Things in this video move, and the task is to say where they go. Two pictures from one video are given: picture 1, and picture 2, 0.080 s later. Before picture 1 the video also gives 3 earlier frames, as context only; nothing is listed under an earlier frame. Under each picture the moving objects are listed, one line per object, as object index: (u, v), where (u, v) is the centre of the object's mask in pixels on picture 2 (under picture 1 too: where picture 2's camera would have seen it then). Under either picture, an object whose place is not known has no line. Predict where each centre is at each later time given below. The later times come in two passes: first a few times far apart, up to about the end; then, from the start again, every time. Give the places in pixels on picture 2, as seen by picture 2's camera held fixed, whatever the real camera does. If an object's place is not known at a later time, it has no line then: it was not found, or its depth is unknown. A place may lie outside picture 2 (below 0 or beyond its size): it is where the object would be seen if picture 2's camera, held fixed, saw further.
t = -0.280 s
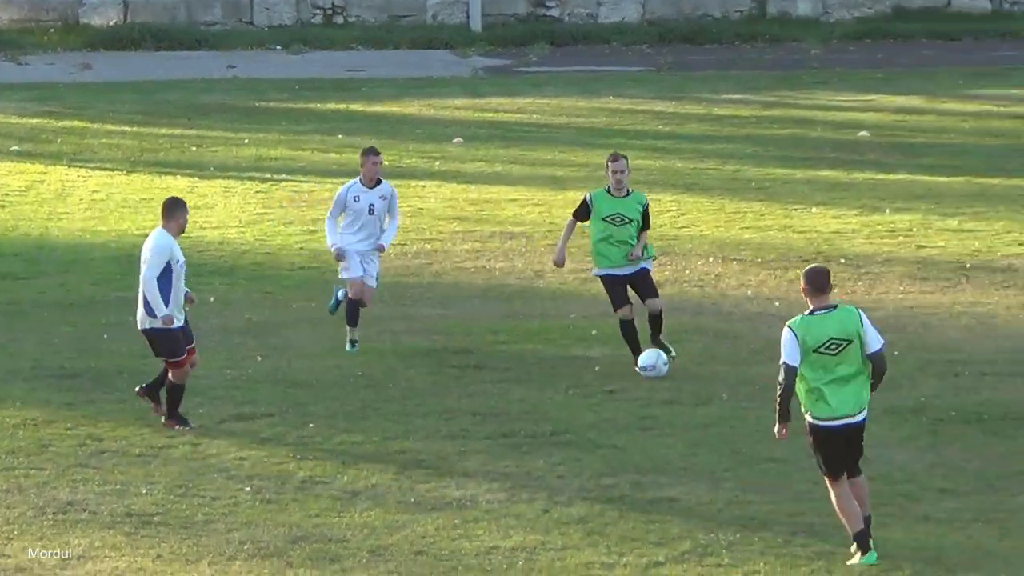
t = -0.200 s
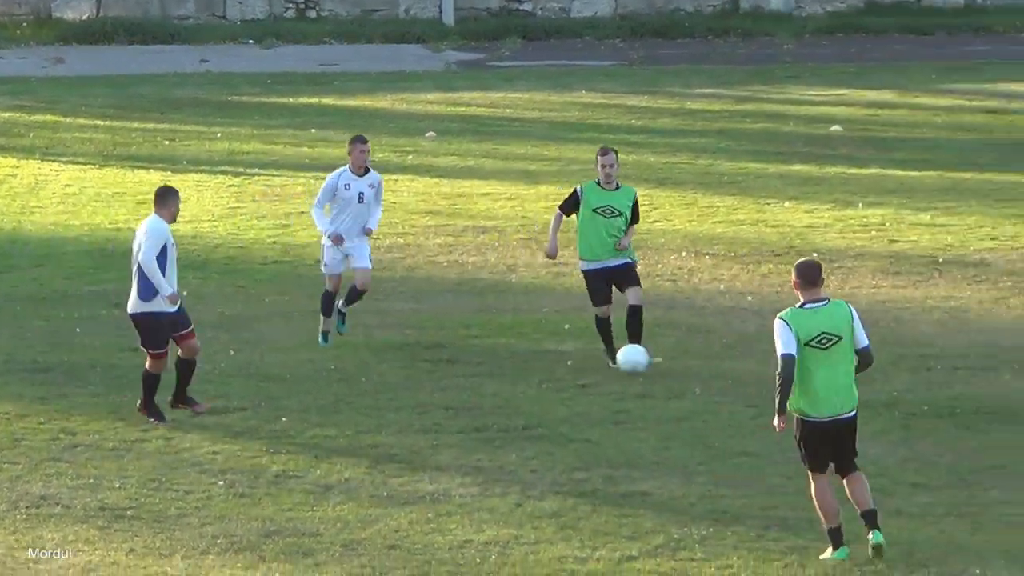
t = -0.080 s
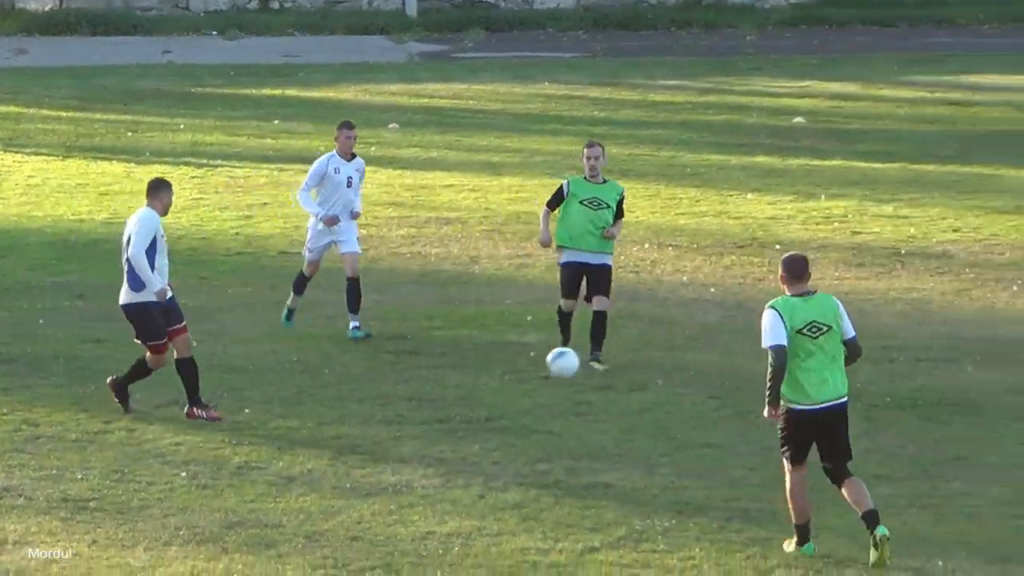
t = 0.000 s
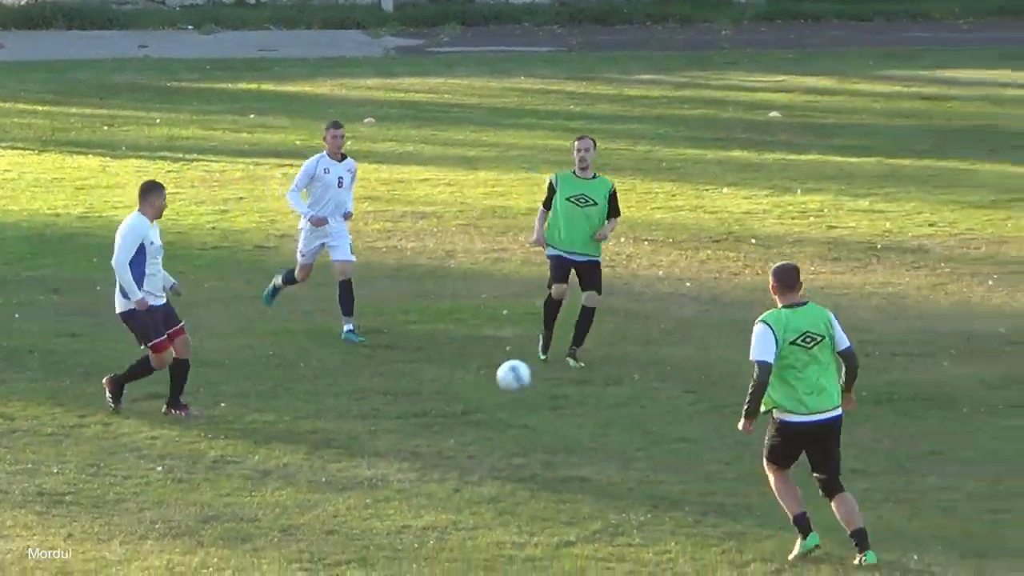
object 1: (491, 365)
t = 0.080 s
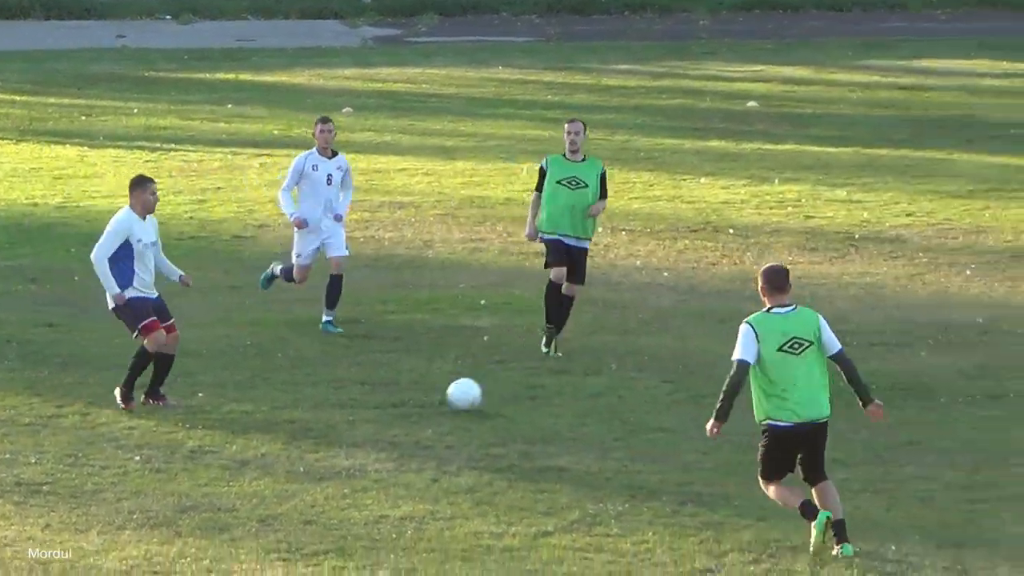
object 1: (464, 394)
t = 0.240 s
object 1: (408, 429)
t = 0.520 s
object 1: (309, 479)
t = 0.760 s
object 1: (223, 519)
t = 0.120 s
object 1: (450, 403)
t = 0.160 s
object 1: (436, 411)
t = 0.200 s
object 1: (423, 421)
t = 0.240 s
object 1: (408, 429)
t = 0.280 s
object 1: (394, 436)
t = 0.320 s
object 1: (380, 443)
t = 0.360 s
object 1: (365, 455)
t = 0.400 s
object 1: (351, 466)
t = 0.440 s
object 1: (336, 468)
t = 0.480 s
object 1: (323, 471)
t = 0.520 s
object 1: (309, 479)
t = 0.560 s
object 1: (294, 488)
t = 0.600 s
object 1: (280, 501)
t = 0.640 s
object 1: (265, 509)
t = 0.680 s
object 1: (251, 510)
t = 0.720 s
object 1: (237, 513)
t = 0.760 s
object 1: (223, 519)
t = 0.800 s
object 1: (208, 529)
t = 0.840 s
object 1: (193, 542)
